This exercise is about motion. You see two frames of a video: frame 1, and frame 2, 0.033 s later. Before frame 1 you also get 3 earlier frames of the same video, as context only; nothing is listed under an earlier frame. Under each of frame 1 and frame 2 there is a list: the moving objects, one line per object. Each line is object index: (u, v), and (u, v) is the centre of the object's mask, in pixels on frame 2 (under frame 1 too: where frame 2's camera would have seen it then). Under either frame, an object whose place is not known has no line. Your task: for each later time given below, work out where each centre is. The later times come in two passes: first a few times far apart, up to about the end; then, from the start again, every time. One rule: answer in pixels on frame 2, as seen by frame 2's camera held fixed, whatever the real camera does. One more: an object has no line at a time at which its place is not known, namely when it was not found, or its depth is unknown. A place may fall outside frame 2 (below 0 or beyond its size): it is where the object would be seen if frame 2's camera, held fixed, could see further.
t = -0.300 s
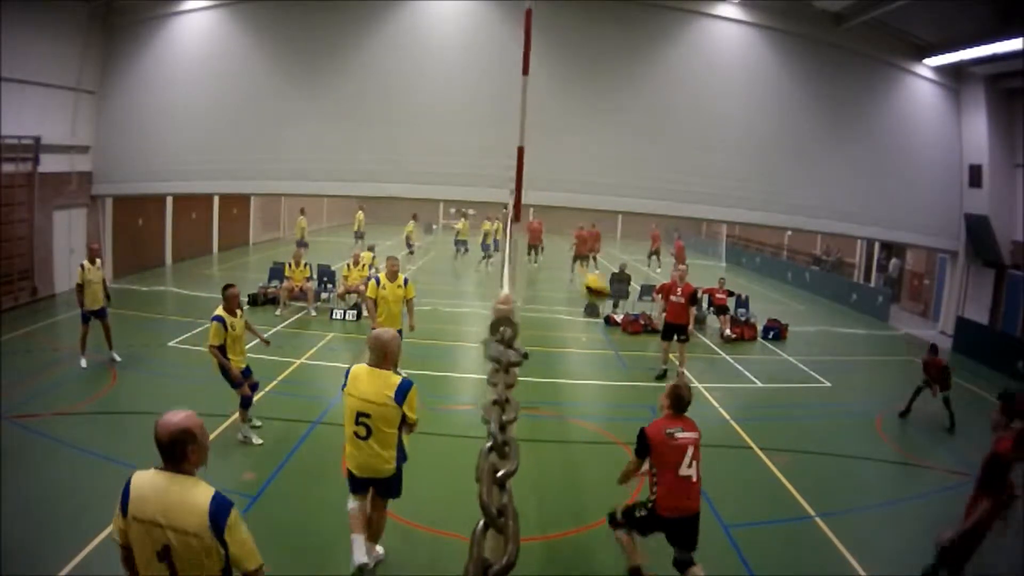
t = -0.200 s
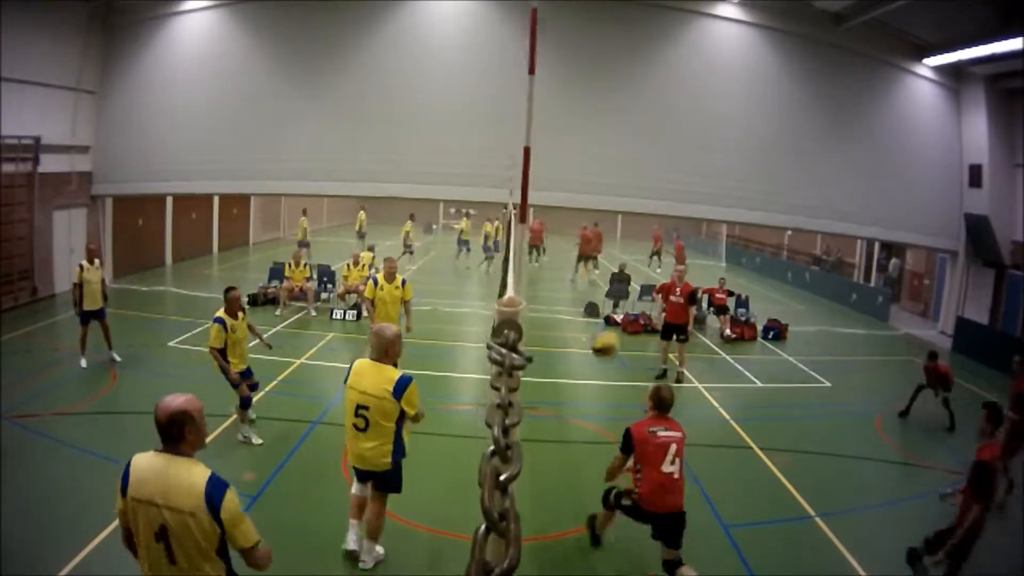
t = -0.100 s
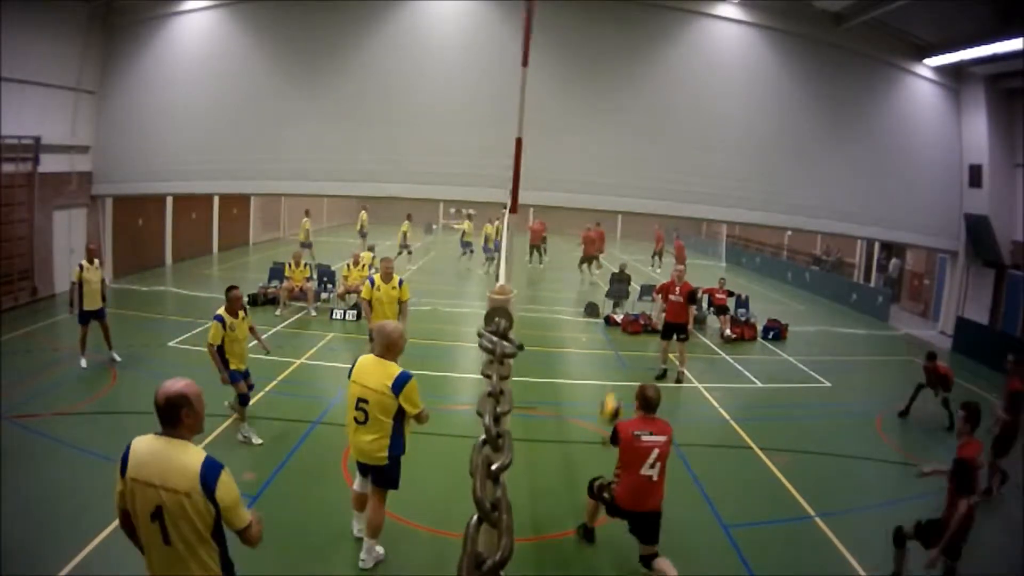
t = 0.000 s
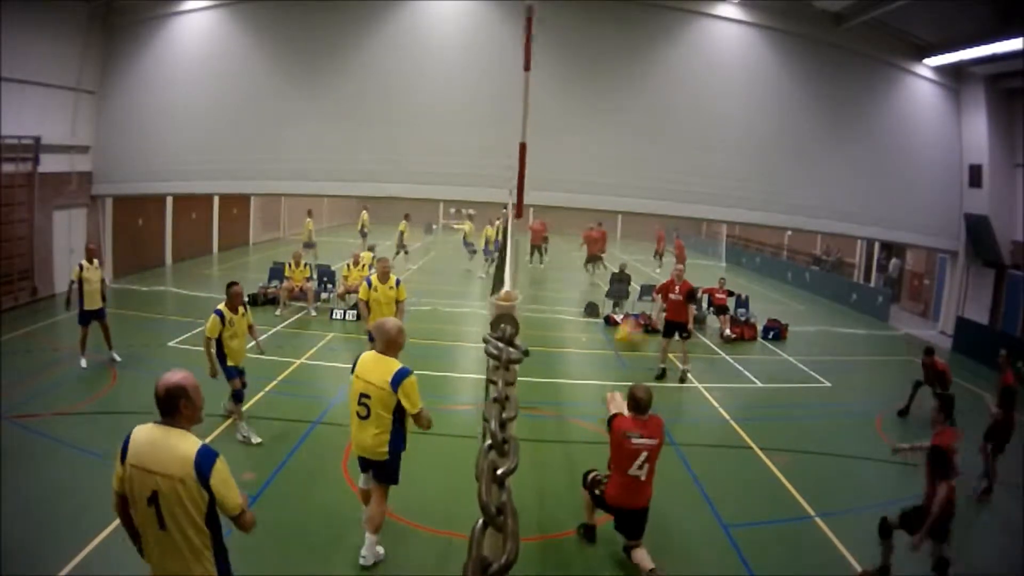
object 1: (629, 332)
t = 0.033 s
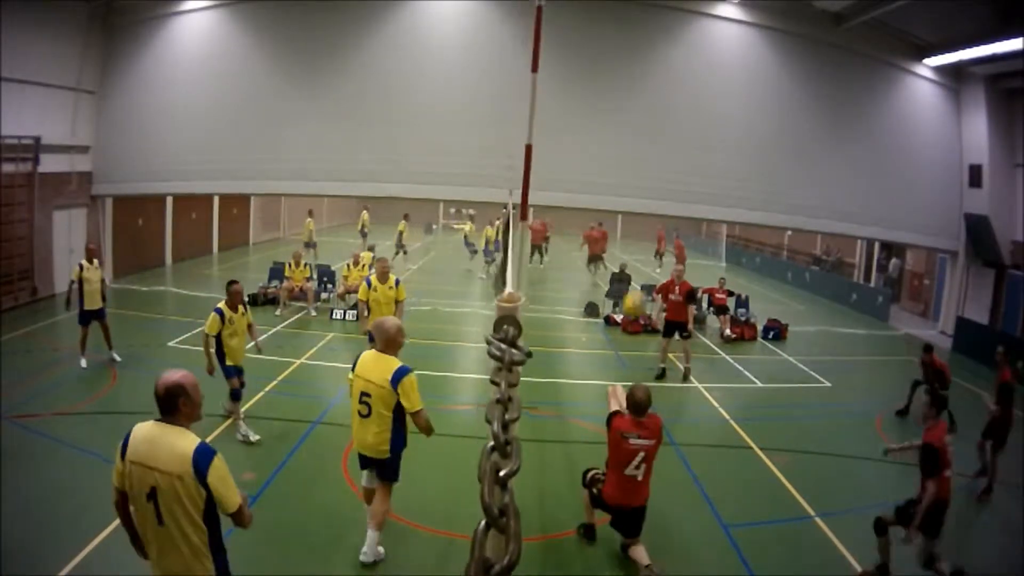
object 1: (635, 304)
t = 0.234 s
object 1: (658, 170)
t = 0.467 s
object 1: (672, 95)
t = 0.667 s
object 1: (680, 82)
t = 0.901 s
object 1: (686, 112)
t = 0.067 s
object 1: (640, 279)
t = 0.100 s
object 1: (644, 251)
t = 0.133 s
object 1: (648, 228)
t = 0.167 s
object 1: (652, 206)
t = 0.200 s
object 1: (655, 187)
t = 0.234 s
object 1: (658, 170)
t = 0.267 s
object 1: (661, 156)
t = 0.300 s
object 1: (663, 141)
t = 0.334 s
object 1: (665, 128)
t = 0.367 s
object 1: (667, 117)
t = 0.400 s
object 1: (669, 109)
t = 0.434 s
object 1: (670, 101)
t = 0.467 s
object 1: (672, 95)
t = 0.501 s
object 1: (673, 89)
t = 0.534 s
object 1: (674, 85)
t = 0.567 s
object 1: (676, 82)
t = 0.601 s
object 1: (677, 81)
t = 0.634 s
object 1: (679, 81)
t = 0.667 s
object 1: (680, 82)
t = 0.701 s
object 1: (681, 83)
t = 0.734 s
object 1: (681, 86)
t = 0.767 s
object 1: (683, 89)
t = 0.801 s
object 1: (684, 93)
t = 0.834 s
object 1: (685, 99)
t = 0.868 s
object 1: (686, 105)
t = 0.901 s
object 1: (686, 112)
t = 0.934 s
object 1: (688, 120)
